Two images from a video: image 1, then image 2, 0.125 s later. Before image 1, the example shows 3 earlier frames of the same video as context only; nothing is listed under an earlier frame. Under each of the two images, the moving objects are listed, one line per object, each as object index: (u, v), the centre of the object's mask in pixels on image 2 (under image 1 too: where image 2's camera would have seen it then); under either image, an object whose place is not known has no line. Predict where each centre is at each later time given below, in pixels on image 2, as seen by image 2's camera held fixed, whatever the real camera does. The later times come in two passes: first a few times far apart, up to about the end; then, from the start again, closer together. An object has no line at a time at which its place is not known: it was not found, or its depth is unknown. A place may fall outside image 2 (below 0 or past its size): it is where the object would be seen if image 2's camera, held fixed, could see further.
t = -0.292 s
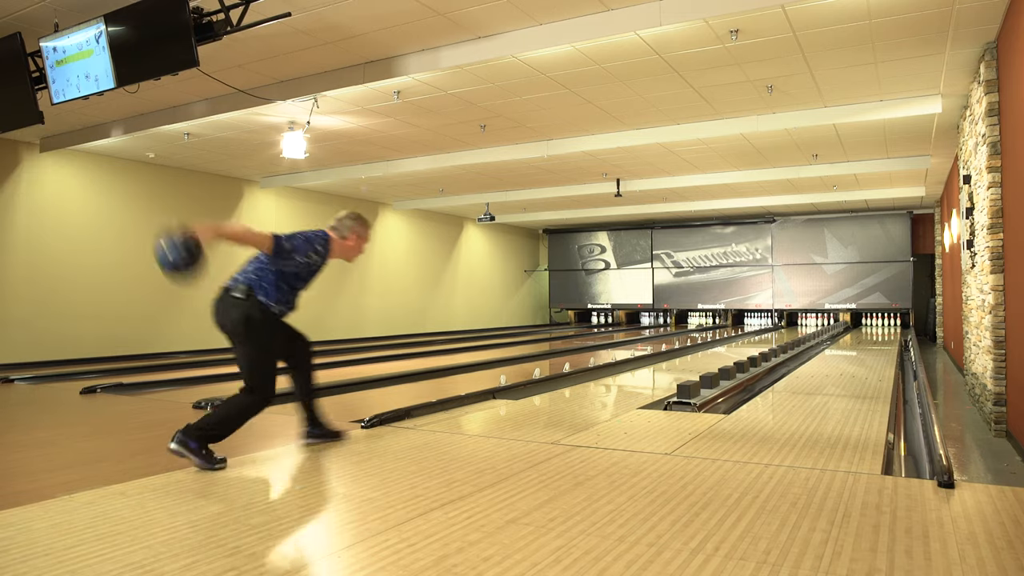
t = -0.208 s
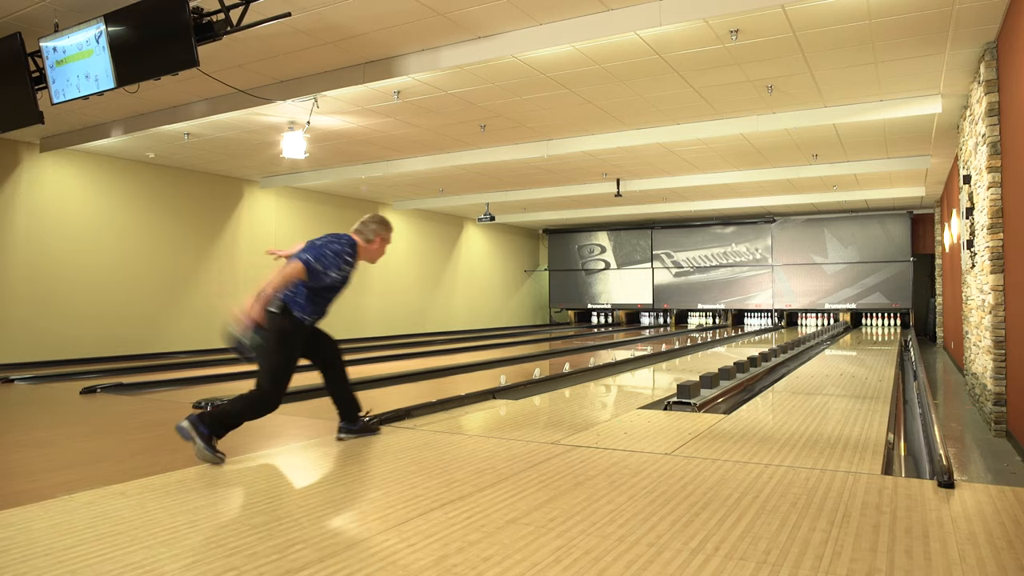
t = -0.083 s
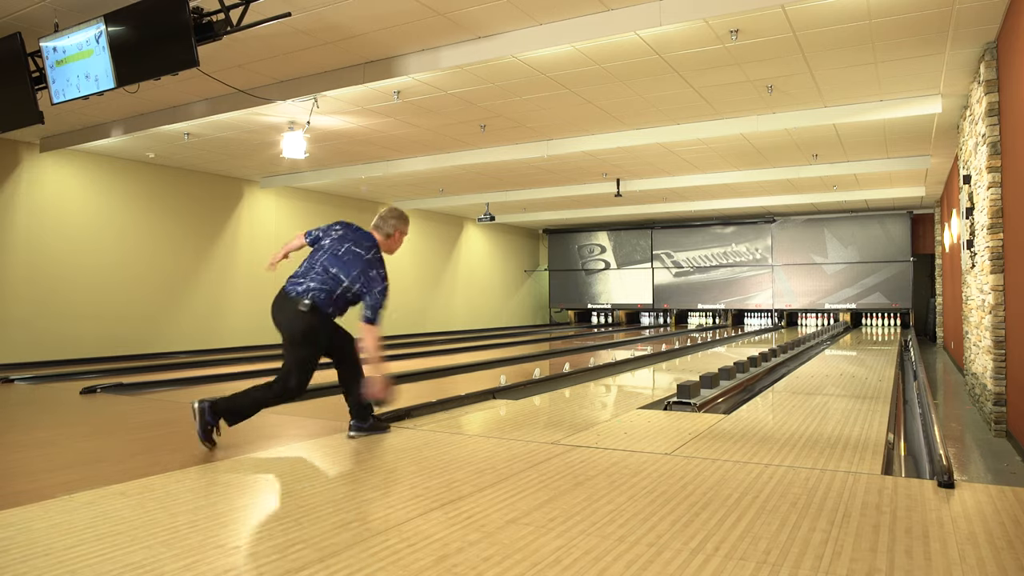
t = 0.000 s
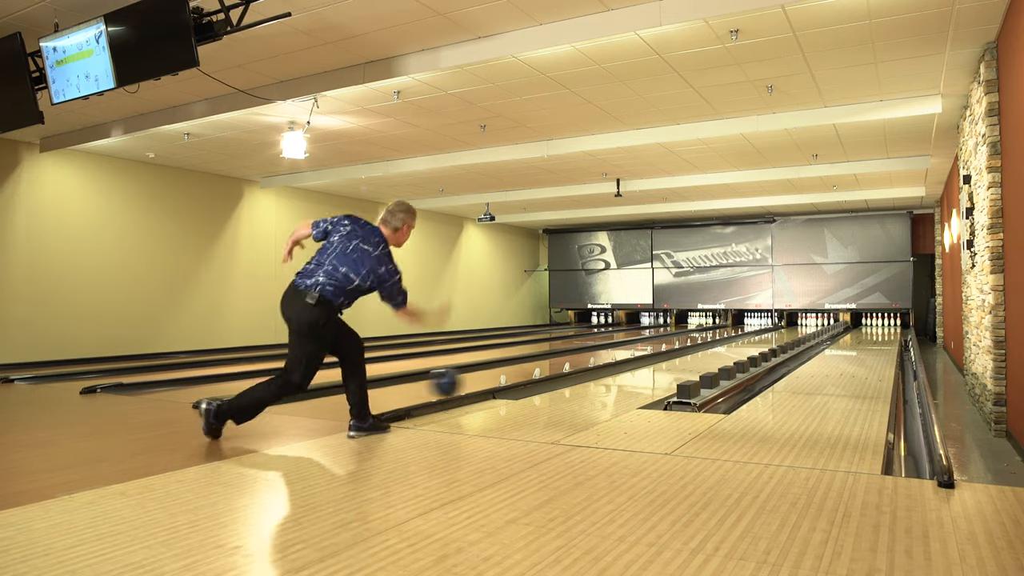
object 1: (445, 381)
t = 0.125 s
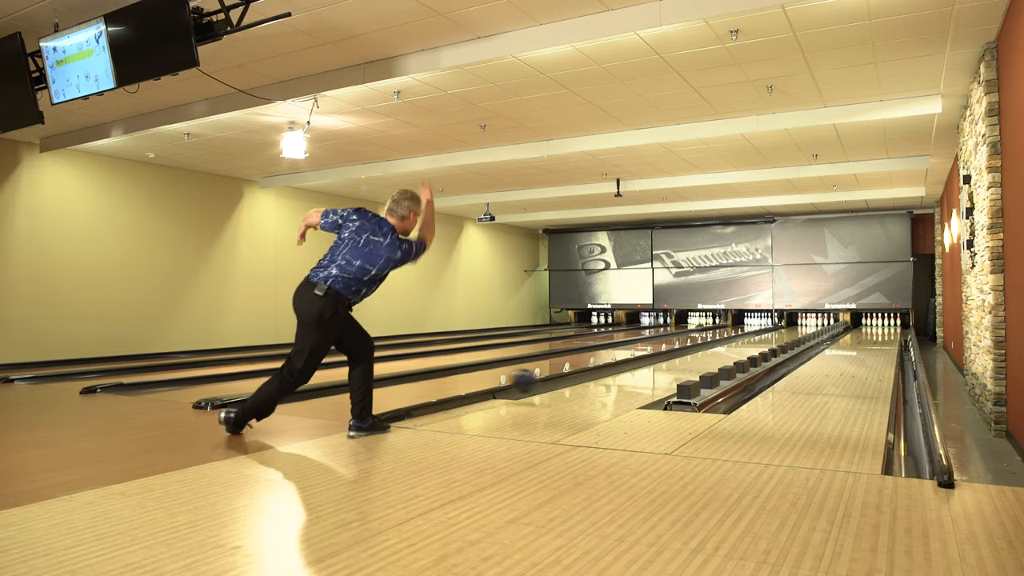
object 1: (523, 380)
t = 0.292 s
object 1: (597, 376)
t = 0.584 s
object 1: (680, 358)
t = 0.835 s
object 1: (725, 347)
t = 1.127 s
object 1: (760, 339)
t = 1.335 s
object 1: (779, 335)
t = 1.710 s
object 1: (803, 329)
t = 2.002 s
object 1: (813, 325)
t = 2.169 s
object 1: (815, 325)
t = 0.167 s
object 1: (546, 384)
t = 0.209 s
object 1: (564, 382)
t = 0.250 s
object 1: (581, 379)
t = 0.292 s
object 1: (597, 376)
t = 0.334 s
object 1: (612, 372)
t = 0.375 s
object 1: (625, 368)
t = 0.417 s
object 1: (637, 366)
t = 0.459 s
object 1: (649, 364)
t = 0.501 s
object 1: (659, 362)
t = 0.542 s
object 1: (670, 360)
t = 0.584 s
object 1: (680, 358)
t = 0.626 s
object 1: (688, 356)
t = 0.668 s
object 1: (696, 354)
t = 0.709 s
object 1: (704, 353)
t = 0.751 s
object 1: (711, 351)
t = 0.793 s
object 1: (718, 349)
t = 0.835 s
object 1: (725, 347)
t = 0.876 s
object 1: (730, 346)
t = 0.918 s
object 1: (736, 345)
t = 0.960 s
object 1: (742, 344)
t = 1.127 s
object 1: (760, 339)
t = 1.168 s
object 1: (764, 338)
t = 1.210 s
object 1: (769, 337)
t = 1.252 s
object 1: (772, 336)
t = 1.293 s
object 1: (776, 335)
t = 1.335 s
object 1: (779, 335)
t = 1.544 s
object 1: (794, 331)
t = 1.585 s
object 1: (797, 330)
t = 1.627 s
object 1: (799, 330)
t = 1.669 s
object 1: (802, 330)
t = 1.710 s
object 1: (803, 329)
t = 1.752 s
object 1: (804, 329)
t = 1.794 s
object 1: (806, 328)
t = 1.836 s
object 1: (808, 327)
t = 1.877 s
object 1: (809, 327)
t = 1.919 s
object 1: (811, 326)
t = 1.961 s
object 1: (813, 326)
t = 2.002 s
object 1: (813, 325)
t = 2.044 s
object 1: (814, 325)
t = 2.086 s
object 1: (814, 325)
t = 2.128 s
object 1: (814, 325)
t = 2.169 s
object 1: (815, 325)
